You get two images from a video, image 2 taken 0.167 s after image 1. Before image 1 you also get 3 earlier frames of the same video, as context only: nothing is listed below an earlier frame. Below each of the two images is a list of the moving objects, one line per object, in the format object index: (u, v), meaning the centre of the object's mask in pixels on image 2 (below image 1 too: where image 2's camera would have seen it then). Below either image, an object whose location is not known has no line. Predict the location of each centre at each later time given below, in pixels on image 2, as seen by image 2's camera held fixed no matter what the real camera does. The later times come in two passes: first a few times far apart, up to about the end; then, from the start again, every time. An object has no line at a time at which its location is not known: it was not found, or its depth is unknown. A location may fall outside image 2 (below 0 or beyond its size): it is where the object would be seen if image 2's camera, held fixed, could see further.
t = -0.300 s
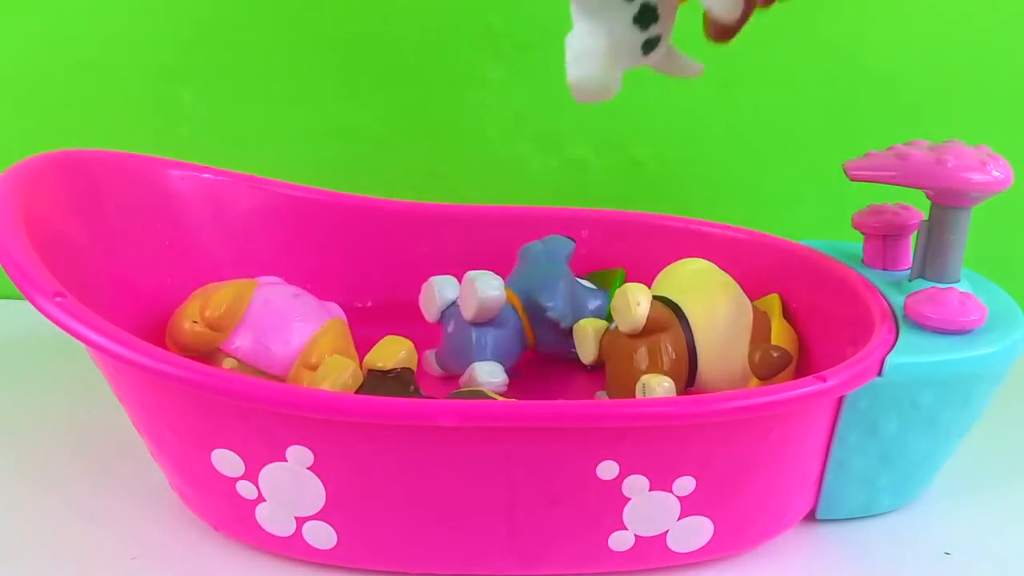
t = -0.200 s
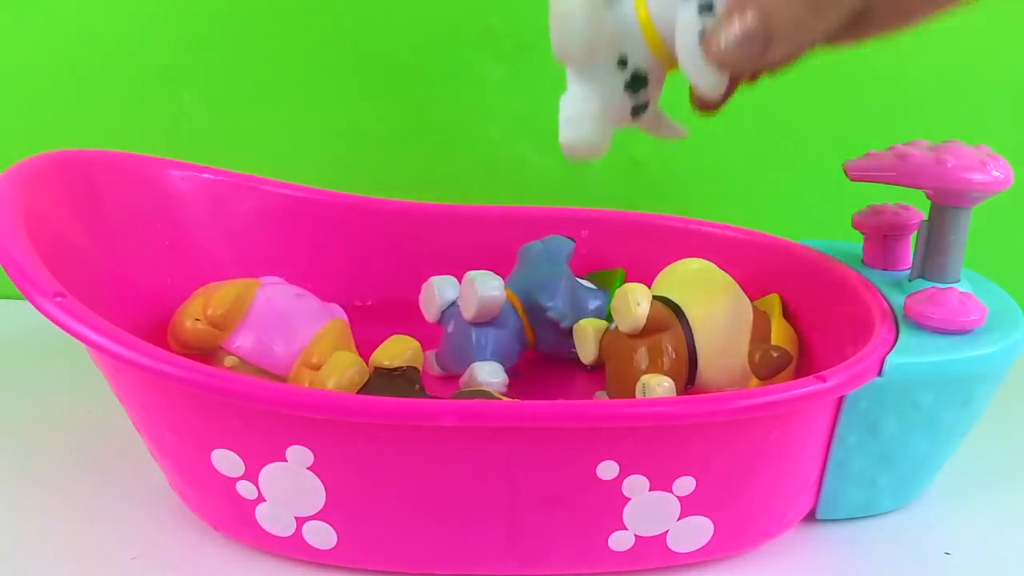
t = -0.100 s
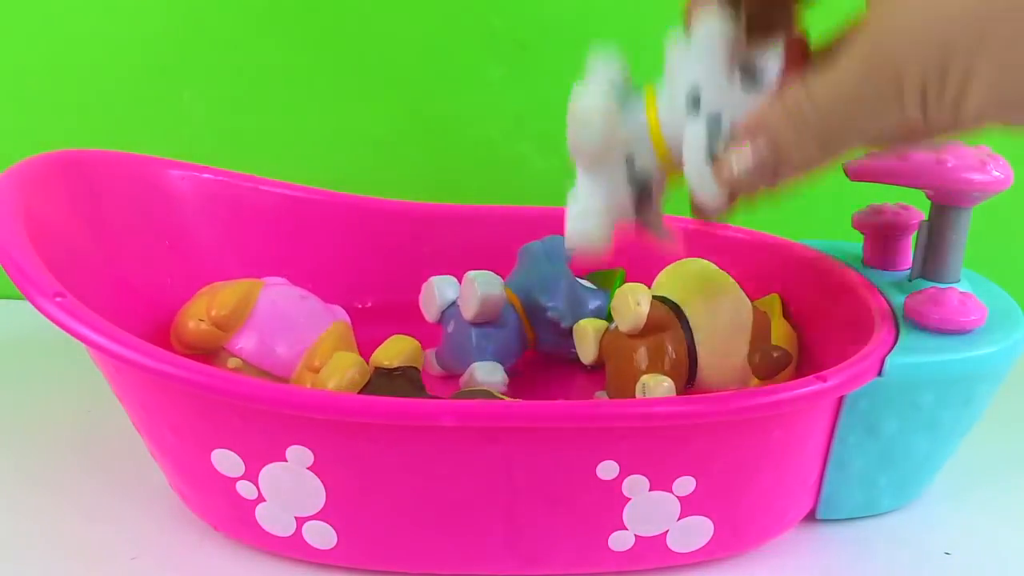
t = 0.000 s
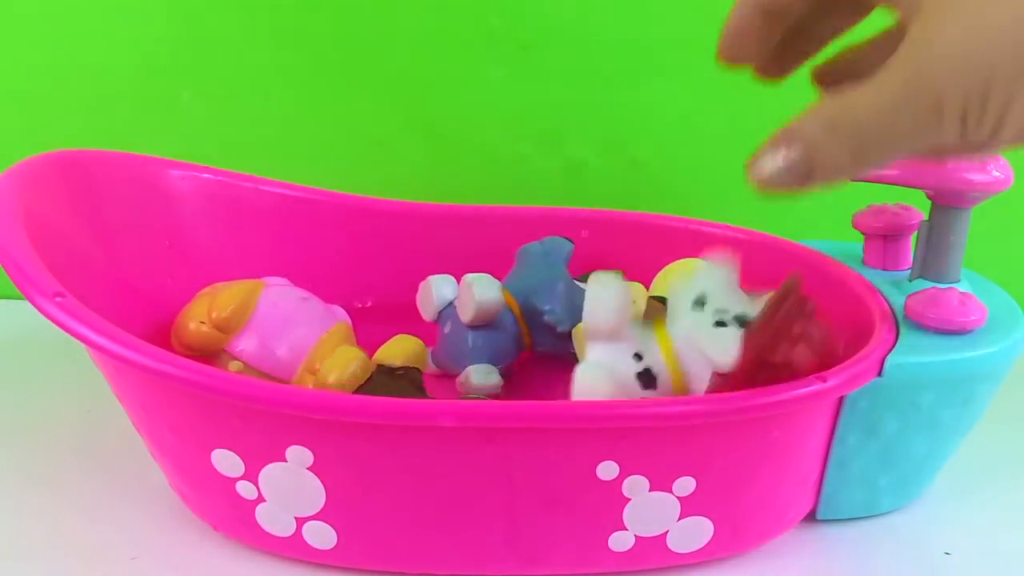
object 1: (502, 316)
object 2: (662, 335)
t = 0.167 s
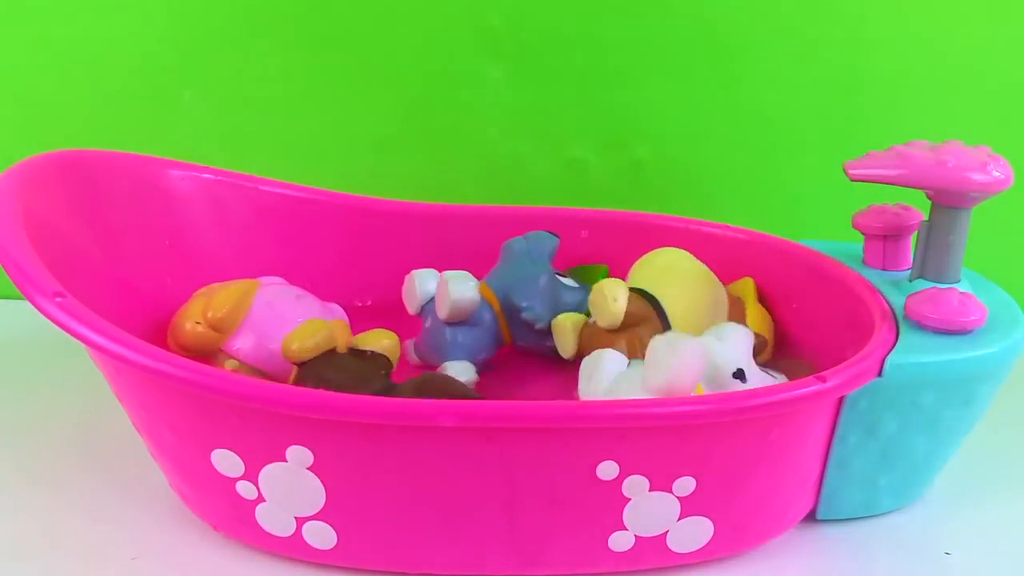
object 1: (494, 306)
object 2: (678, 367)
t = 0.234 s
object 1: (485, 306)
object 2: (687, 367)
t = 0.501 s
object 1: (472, 307)
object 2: (691, 365)
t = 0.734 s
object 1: (463, 306)
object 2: (692, 362)
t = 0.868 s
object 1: (448, 306)
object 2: (685, 361)
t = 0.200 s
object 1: (490, 306)
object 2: (682, 367)
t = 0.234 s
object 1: (485, 306)
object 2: (687, 367)
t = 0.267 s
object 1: (482, 306)
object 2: (688, 367)
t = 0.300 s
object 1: (480, 305)
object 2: (687, 367)
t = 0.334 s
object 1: (477, 305)
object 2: (687, 367)
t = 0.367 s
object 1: (474, 305)
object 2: (686, 367)
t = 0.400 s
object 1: (473, 305)
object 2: (687, 367)
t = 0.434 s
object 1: (471, 305)
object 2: (687, 366)
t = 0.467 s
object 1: (471, 306)
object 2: (689, 365)
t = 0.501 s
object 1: (472, 307)
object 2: (691, 365)
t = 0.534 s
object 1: (471, 308)
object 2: (693, 364)
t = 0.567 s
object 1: (471, 309)
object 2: (694, 364)
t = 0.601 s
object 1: (471, 308)
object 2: (694, 363)
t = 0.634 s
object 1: (471, 307)
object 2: (694, 363)
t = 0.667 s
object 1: (468, 307)
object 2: (694, 363)
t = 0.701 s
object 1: (466, 306)
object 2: (693, 363)
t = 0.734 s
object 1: (463, 306)
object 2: (692, 362)
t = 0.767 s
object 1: (459, 306)
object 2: (691, 361)
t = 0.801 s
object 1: (454, 306)
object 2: (689, 360)
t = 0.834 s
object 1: (451, 306)
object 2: (687, 361)
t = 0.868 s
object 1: (448, 306)
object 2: (685, 361)
